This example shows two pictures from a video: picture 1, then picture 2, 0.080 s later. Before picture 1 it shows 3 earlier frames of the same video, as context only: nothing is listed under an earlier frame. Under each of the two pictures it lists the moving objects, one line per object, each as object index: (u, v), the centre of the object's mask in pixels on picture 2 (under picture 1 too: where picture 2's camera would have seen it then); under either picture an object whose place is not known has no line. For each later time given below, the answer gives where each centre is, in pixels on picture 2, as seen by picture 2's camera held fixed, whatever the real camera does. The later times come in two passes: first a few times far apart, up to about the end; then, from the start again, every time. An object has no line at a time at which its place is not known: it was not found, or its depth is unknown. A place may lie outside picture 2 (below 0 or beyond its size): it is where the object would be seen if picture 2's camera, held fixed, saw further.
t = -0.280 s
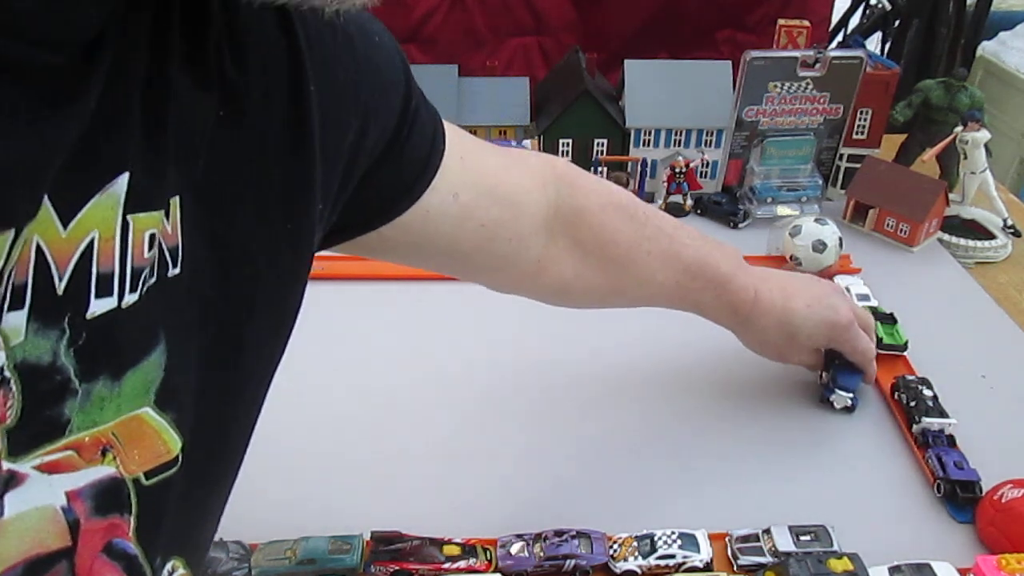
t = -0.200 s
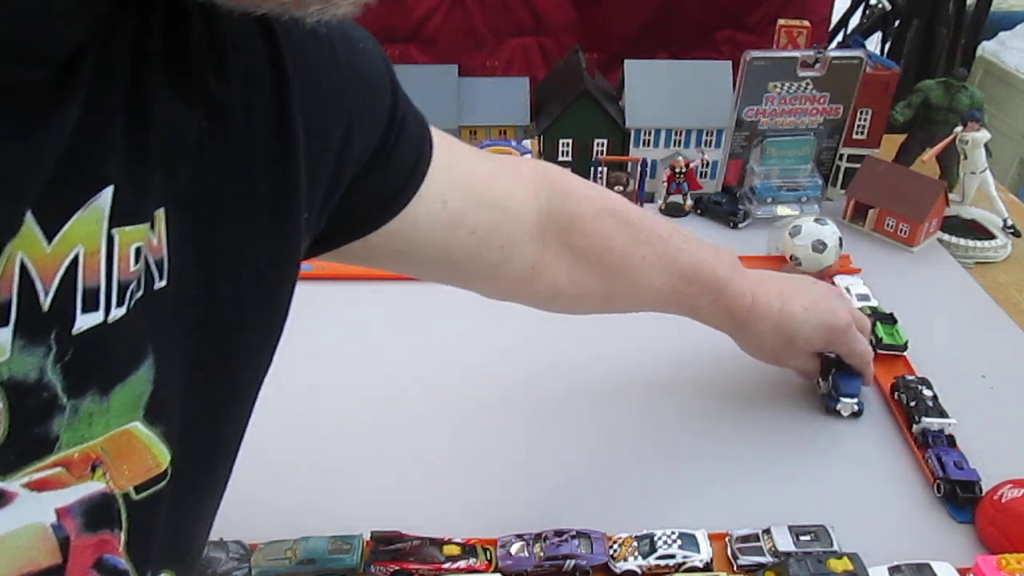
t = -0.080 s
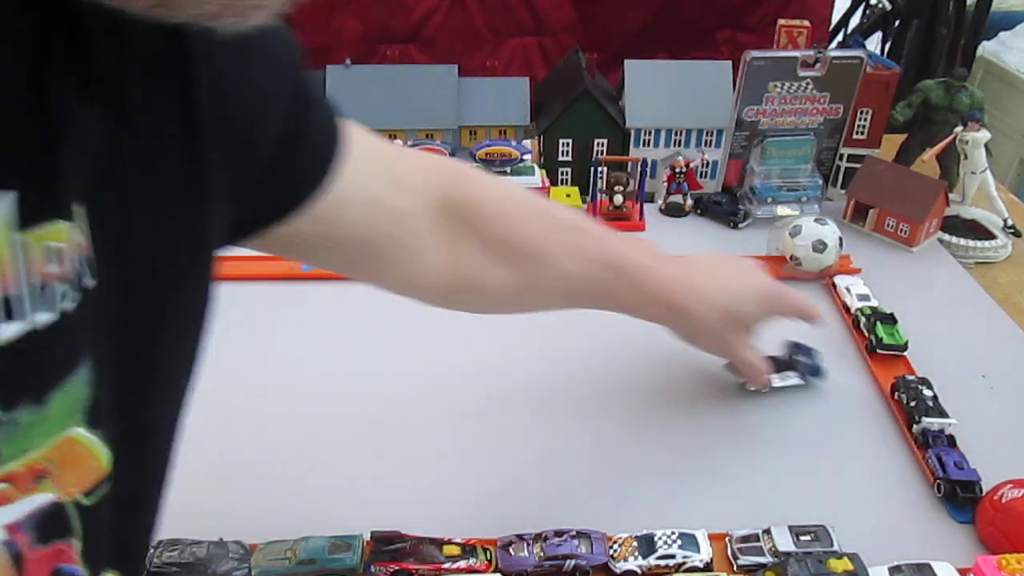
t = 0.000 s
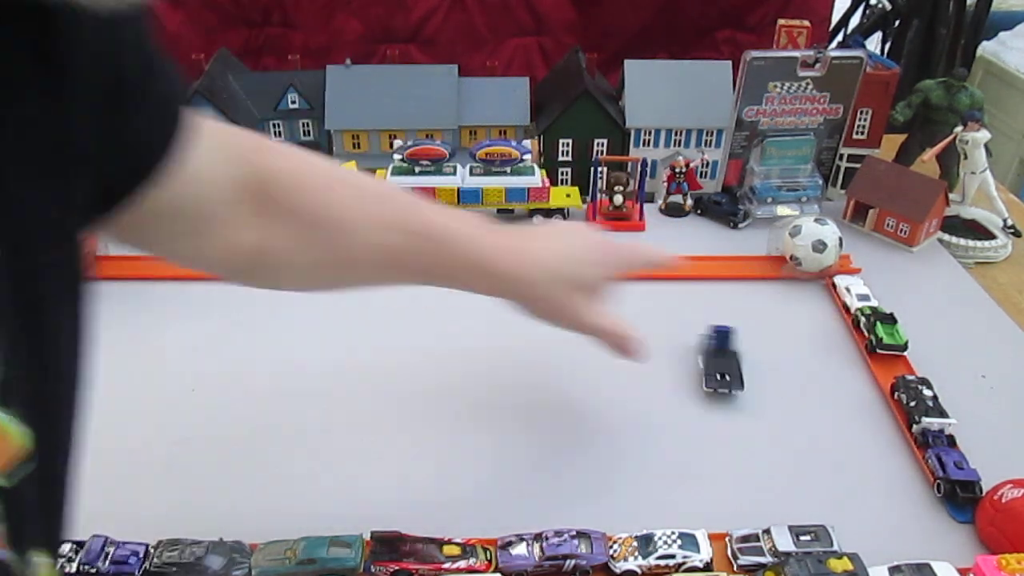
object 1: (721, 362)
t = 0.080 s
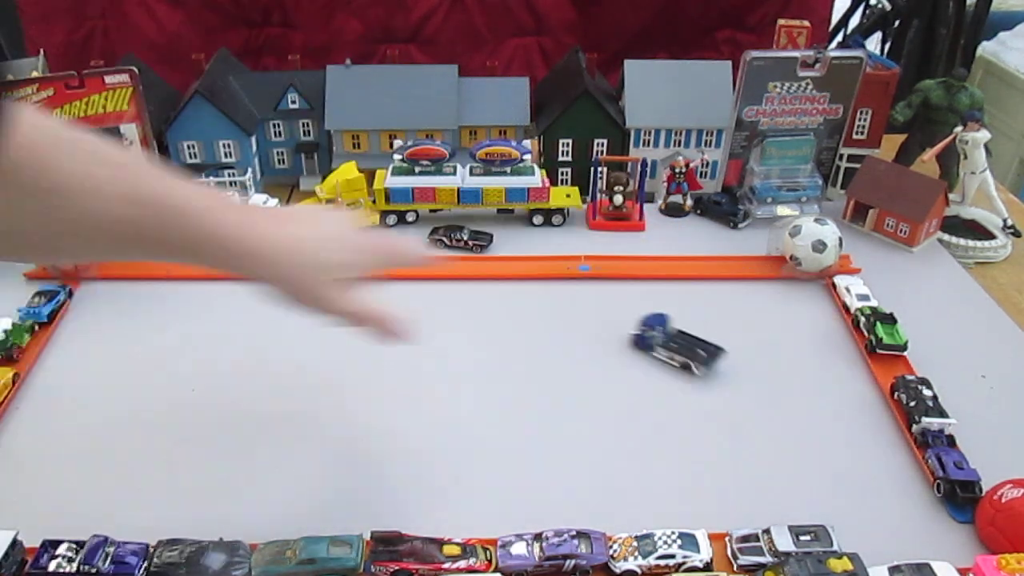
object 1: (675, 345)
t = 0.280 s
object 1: (551, 317)
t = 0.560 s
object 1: (395, 312)
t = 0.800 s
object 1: (278, 309)
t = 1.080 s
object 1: (159, 309)
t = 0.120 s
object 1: (649, 336)
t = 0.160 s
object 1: (624, 328)
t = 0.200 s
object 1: (599, 322)
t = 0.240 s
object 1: (575, 319)
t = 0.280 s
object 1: (551, 317)
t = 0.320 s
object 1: (528, 316)
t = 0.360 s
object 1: (504, 316)
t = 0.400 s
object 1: (482, 315)
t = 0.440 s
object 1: (460, 314)
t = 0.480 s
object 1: (438, 313)
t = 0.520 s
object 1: (416, 312)
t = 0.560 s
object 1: (395, 312)
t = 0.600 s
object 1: (375, 311)
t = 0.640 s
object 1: (355, 311)
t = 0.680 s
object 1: (334, 311)
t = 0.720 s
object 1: (316, 310)
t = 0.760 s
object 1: (296, 309)
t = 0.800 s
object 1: (278, 309)
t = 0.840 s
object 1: (260, 309)
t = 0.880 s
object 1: (242, 309)
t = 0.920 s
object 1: (225, 309)
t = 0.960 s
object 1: (207, 309)
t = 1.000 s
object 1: (191, 309)
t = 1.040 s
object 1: (175, 309)
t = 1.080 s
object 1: (159, 309)
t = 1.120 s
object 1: (144, 309)
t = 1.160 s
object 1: (129, 308)
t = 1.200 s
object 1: (115, 308)
